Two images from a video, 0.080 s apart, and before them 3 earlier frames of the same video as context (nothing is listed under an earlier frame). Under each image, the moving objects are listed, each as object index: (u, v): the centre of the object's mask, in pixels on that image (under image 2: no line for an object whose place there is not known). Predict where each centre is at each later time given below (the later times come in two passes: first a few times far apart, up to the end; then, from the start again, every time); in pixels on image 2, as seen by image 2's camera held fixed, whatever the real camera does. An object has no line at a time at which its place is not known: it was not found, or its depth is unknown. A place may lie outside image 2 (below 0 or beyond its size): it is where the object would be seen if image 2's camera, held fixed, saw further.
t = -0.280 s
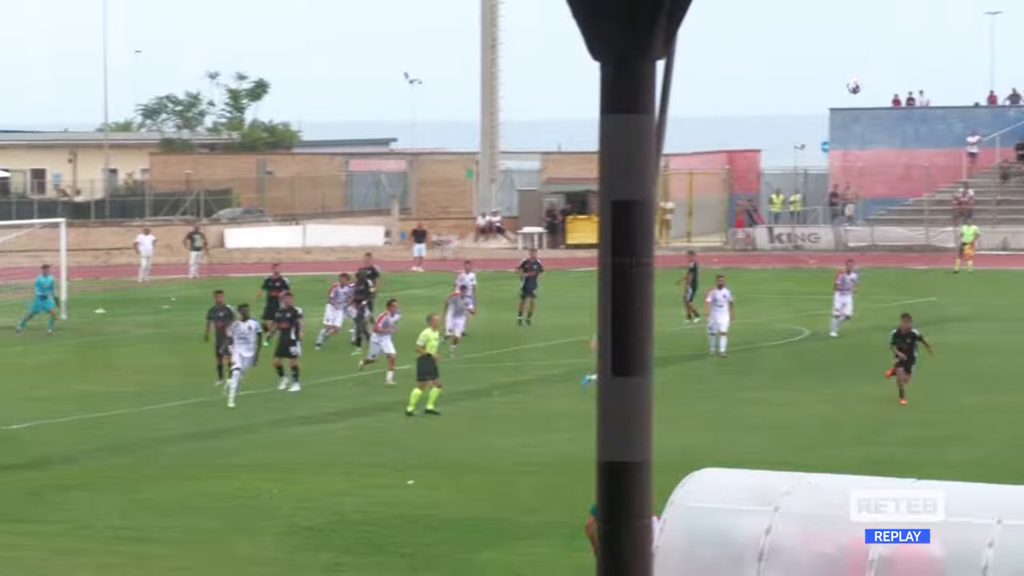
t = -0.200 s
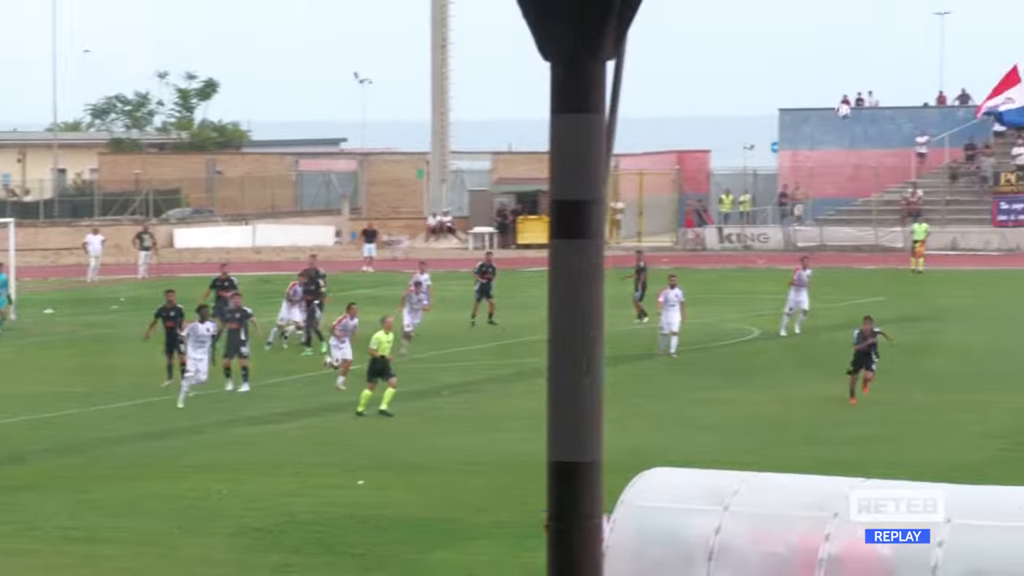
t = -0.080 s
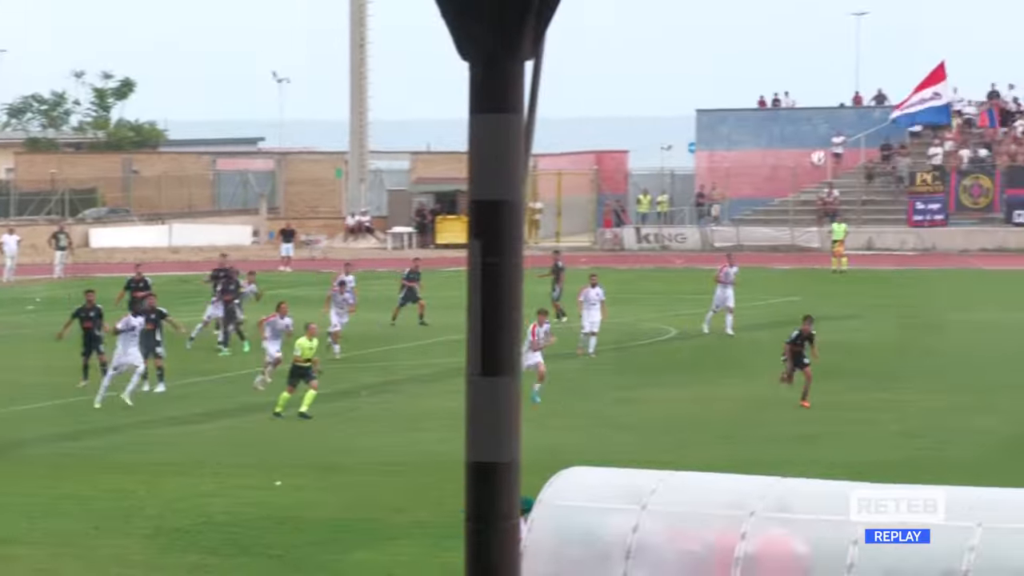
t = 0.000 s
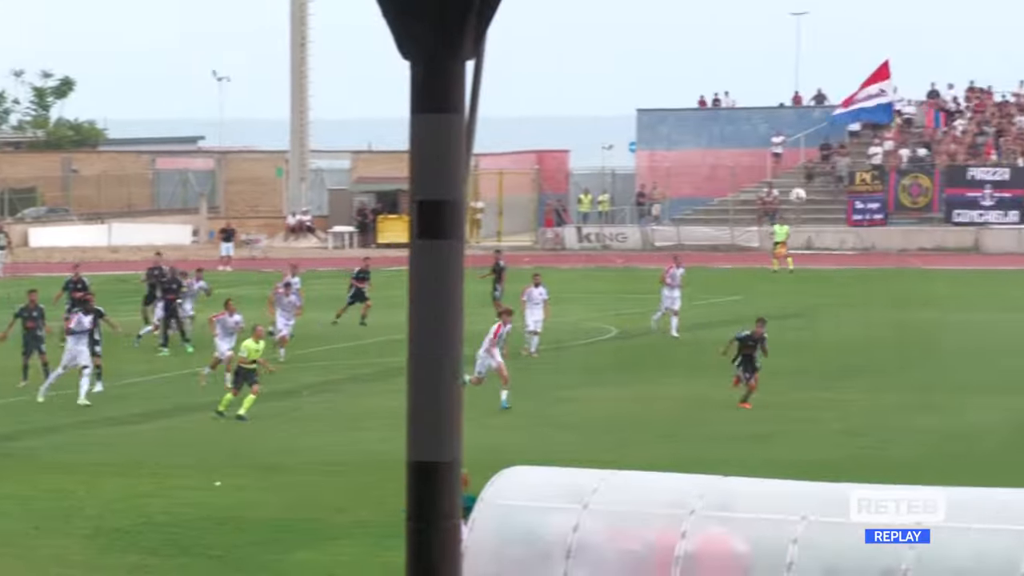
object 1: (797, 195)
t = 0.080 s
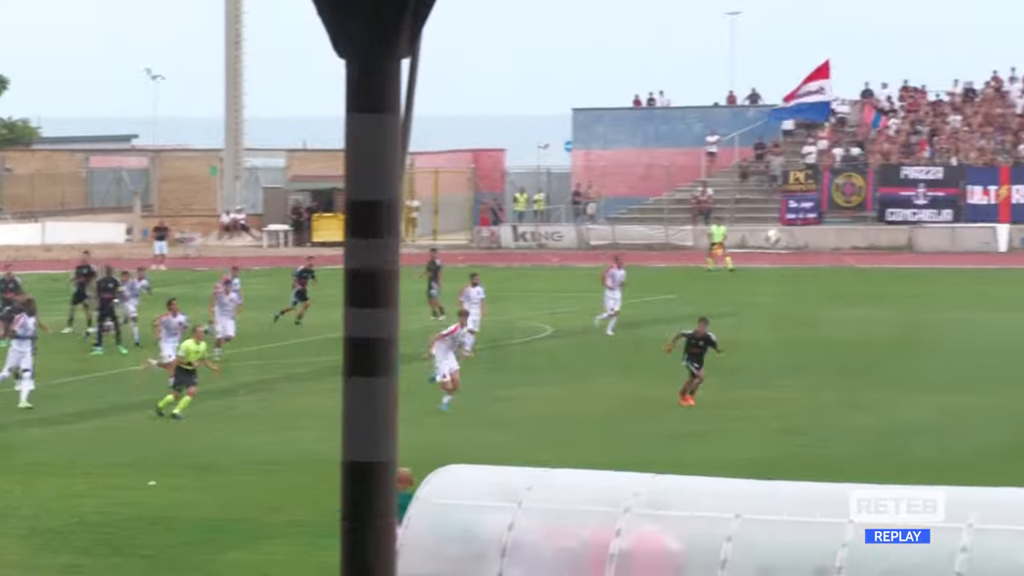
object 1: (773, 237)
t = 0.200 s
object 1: (834, 309)
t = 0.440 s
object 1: (967, 483)
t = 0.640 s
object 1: (1028, 396)
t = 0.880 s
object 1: (1108, 328)
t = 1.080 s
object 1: (1177, 306)
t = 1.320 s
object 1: (1264, 322)
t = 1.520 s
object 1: (1340, 375)
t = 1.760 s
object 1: (1437, 492)
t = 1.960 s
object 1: (1523, 513)
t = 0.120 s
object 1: (792, 260)
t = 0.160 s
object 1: (812, 283)
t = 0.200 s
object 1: (834, 309)
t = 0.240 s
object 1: (856, 335)
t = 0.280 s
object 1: (877, 363)
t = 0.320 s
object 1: (899, 392)
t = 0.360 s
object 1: (922, 423)
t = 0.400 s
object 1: (945, 455)
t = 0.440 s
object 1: (967, 483)
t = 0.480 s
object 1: (979, 464)
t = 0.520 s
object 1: (992, 446)
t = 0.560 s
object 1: (1004, 428)
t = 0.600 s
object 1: (1016, 411)
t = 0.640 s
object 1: (1028, 396)
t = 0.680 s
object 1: (1042, 382)
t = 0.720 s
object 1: (1055, 369)
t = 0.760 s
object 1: (1068, 358)
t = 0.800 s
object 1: (1081, 346)
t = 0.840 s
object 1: (1095, 337)
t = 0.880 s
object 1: (1108, 328)
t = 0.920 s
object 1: (1121, 321)
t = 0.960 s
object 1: (1135, 316)
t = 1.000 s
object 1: (1149, 311)
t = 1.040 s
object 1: (1163, 307)
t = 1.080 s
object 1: (1177, 306)
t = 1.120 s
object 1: (1191, 305)
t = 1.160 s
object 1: (1205, 305)
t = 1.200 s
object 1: (1220, 308)
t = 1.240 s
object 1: (1234, 311)
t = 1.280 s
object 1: (1249, 315)
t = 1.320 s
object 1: (1264, 322)
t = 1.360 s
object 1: (1279, 329)
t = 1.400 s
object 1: (1294, 338)
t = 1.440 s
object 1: (1309, 349)
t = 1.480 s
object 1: (1325, 361)
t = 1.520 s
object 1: (1340, 375)
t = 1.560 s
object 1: (1356, 390)
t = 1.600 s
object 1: (1372, 407)
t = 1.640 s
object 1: (1388, 426)
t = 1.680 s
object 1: (1404, 447)
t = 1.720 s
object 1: (1420, 469)
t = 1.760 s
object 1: (1437, 492)
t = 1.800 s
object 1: (1453, 519)
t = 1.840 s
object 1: (1471, 547)
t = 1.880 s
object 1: (1488, 543)
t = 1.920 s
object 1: (1505, 528)
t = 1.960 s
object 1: (1523, 513)
